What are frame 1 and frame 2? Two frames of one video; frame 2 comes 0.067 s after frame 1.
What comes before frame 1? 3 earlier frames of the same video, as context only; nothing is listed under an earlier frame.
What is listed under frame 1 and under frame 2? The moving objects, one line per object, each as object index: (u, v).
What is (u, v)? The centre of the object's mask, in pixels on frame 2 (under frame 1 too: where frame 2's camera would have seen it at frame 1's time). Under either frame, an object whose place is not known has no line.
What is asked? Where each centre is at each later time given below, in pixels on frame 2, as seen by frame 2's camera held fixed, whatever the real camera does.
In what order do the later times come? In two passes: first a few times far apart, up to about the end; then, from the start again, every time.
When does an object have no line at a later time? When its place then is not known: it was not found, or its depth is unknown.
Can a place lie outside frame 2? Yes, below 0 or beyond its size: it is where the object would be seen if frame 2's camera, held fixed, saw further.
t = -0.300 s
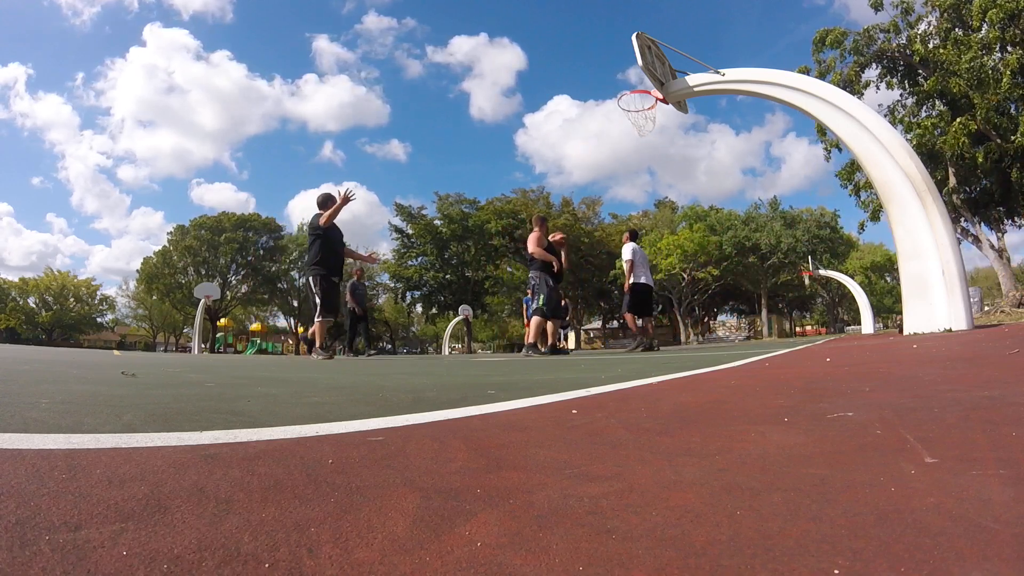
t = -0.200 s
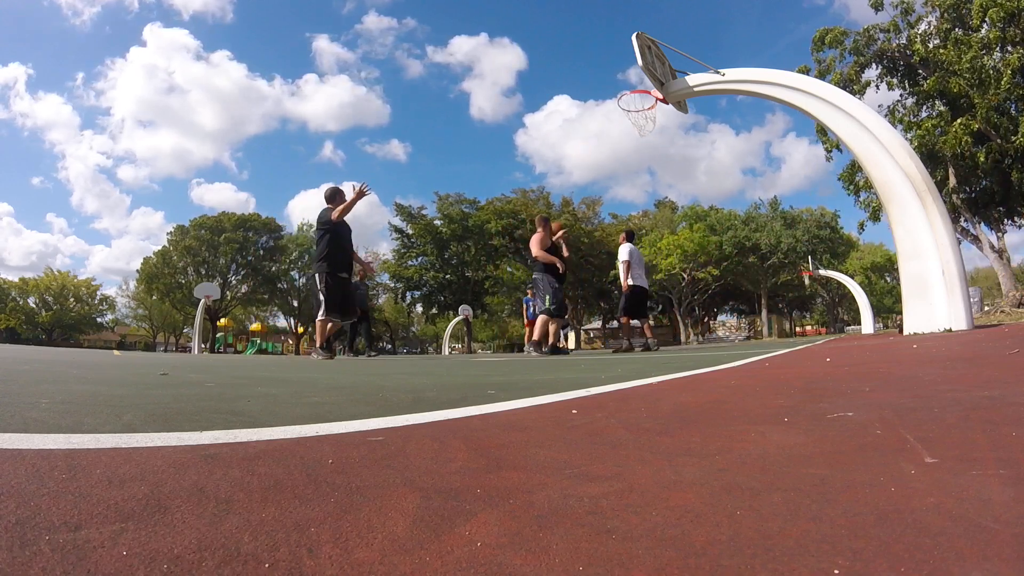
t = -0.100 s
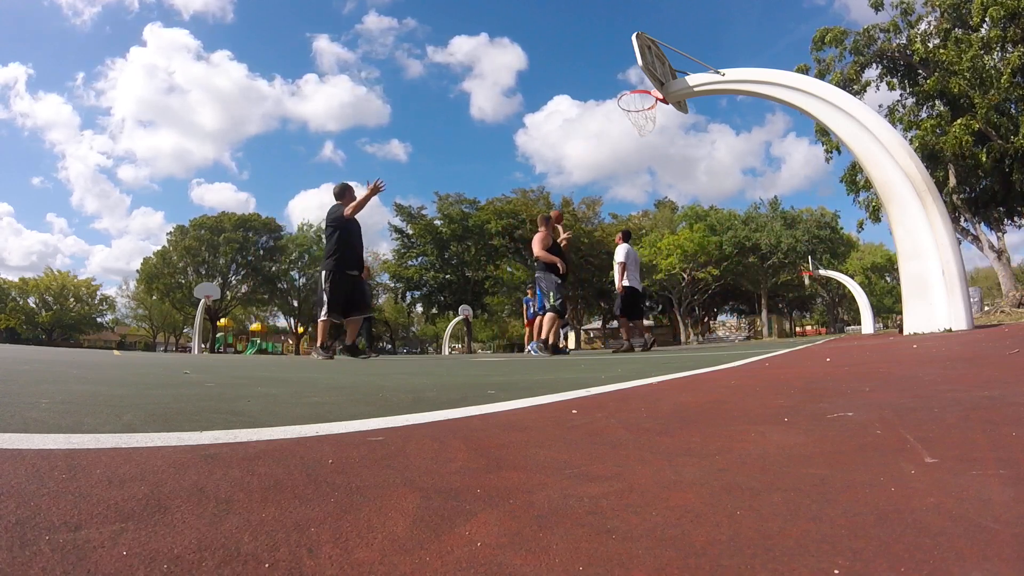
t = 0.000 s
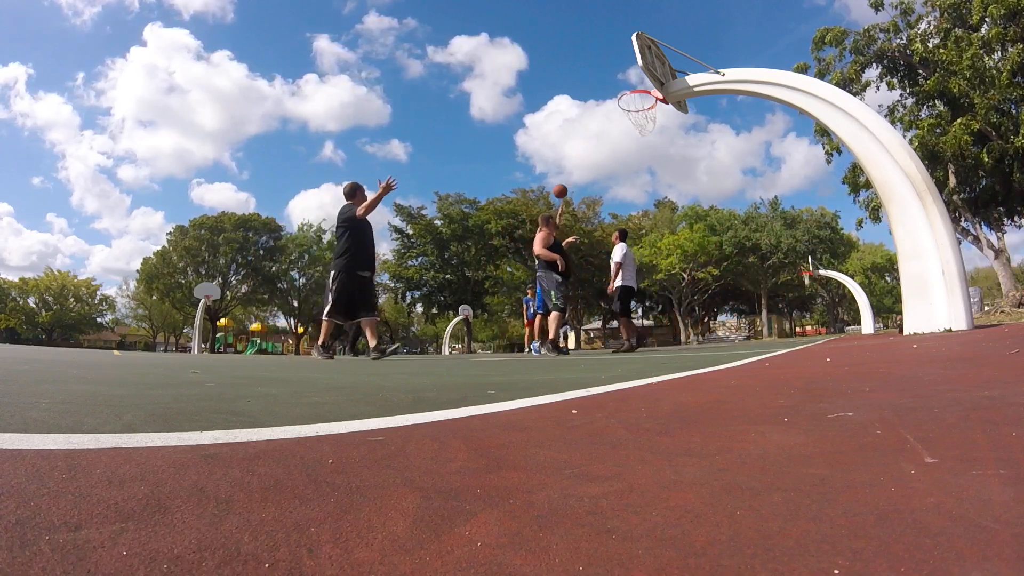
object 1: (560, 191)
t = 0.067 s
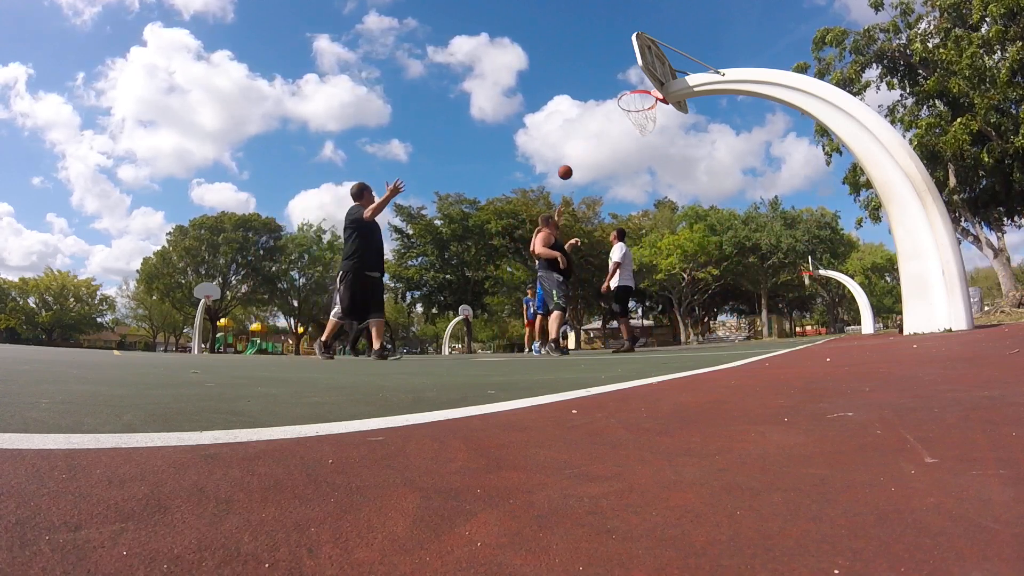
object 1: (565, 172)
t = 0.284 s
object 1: (584, 125)
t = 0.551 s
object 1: (616, 101)
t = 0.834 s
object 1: (636, 113)
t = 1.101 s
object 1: (630, 138)
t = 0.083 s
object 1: (566, 168)
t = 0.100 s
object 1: (568, 164)
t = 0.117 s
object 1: (569, 159)
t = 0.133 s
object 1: (570, 155)
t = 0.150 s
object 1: (572, 152)
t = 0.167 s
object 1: (573, 148)
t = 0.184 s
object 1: (575, 144)
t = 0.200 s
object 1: (576, 141)
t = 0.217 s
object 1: (578, 137)
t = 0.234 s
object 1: (579, 134)
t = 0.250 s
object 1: (581, 131)
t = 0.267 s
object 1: (582, 128)
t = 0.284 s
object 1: (584, 125)
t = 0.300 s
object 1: (586, 123)
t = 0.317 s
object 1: (587, 120)
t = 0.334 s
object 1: (589, 118)
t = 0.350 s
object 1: (591, 116)
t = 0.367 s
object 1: (593, 114)
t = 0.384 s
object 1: (595, 112)
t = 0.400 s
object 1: (597, 110)
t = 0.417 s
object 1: (599, 108)
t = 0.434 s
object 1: (601, 107)
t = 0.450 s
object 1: (603, 106)
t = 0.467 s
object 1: (605, 104)
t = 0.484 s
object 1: (607, 103)
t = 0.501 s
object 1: (609, 102)
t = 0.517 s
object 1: (611, 102)
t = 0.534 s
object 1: (614, 101)
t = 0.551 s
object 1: (616, 101)
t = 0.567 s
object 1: (619, 100)
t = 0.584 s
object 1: (622, 101)
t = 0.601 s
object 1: (624, 101)
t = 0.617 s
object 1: (627, 102)
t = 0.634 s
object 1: (630, 102)
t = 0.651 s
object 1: (632, 101)
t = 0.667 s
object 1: (634, 101)
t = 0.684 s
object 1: (636, 100)
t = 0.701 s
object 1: (638, 100)
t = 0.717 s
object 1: (641, 100)
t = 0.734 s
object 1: (643, 101)
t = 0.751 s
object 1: (646, 101)
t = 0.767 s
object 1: (644, 102)
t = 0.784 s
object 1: (642, 104)
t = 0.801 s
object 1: (640, 107)
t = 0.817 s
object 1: (638, 110)
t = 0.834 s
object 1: (636, 113)
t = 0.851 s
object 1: (634, 116)
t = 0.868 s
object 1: (632, 119)
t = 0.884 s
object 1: (631, 121)
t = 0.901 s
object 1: (629, 123)
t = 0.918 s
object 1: (628, 124)
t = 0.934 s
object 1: (628, 125)
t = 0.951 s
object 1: (628, 126)
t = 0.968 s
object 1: (628, 126)
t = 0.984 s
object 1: (628, 127)
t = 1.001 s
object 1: (628, 129)
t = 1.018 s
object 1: (628, 129)
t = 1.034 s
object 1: (629, 131)
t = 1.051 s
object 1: (629, 132)
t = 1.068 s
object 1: (629, 134)
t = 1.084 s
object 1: (630, 136)
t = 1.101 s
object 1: (630, 138)
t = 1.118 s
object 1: (630, 140)
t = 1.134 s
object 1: (631, 143)
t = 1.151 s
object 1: (631, 145)
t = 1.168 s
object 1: (632, 148)
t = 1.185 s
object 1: (632, 151)
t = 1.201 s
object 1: (633, 155)
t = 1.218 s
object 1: (633, 158)
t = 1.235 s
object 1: (634, 162)
